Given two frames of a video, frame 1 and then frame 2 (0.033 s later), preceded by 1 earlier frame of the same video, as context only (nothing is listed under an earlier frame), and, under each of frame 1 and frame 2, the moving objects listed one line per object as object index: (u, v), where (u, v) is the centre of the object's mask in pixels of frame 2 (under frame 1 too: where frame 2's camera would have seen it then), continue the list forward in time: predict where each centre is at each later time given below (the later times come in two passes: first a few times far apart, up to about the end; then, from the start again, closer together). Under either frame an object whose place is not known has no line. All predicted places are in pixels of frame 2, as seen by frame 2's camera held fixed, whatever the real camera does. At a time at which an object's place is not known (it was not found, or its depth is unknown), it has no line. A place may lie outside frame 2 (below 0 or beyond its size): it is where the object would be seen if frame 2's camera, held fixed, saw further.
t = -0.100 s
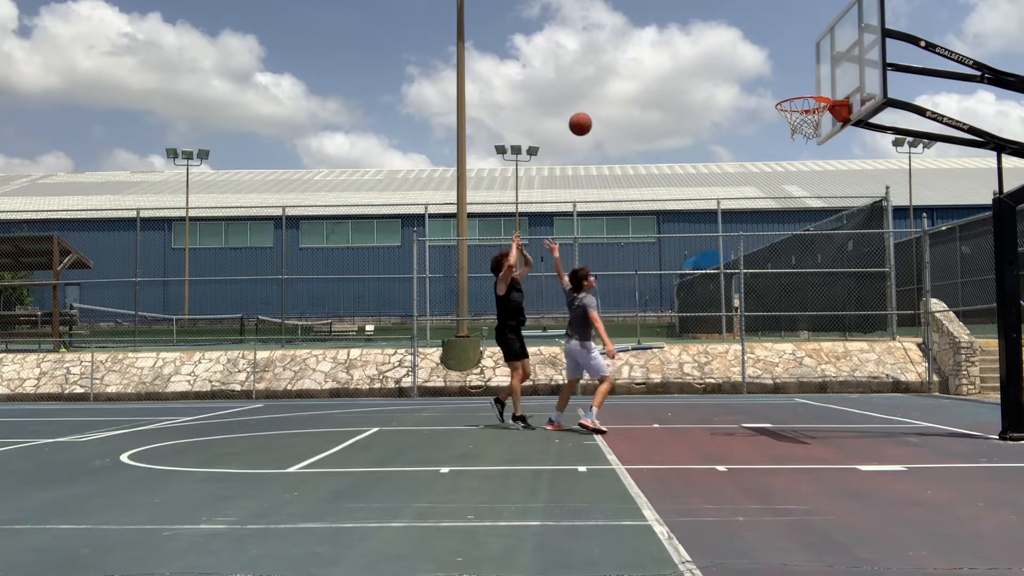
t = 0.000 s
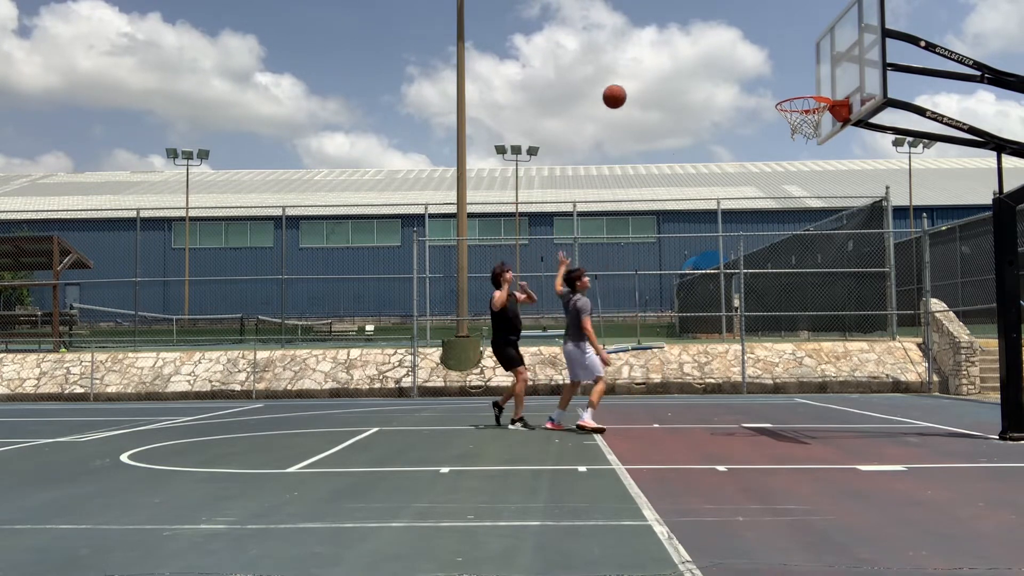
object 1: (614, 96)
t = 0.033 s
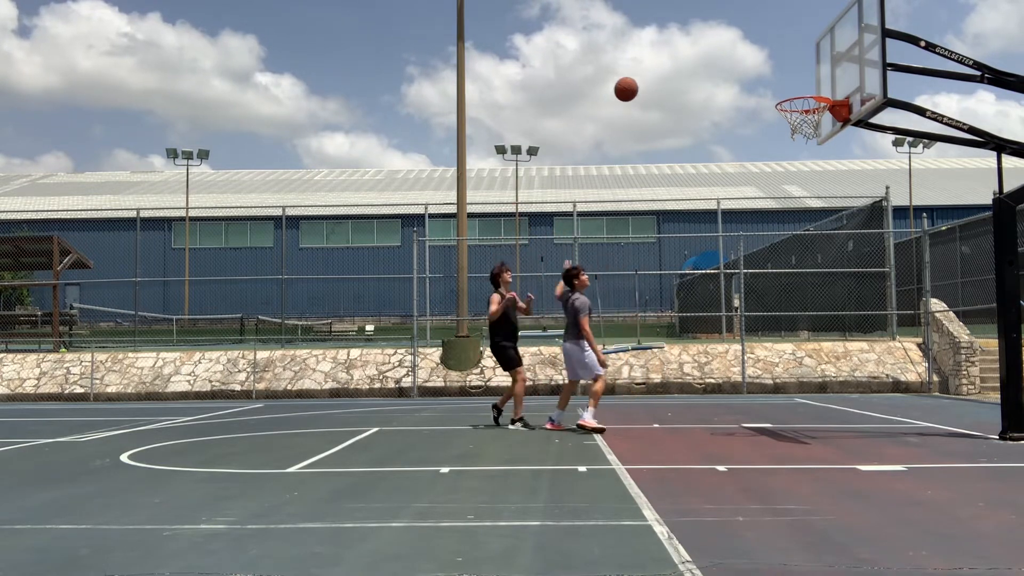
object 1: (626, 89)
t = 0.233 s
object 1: (699, 67)
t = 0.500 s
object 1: (805, 100)
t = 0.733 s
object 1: (794, 119)
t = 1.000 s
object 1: (798, 115)
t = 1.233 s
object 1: (803, 127)
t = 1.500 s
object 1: (800, 161)
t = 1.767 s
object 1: (797, 265)
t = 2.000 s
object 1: (798, 419)
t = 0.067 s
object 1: (638, 83)
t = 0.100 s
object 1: (650, 77)
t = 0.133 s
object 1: (662, 73)
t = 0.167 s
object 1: (674, 70)
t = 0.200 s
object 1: (687, 68)
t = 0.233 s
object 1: (699, 67)
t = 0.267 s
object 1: (712, 67)
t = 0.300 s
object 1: (725, 68)
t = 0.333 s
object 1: (738, 71)
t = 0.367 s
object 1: (752, 74)
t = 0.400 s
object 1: (765, 79)
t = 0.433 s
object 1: (779, 85)
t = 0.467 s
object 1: (793, 92)
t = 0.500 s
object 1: (805, 100)
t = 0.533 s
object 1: (812, 108)
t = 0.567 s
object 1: (818, 111)
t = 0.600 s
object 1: (816, 116)
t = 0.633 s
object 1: (808, 126)
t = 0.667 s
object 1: (804, 128)
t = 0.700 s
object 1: (797, 125)
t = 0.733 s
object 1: (794, 119)
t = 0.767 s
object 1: (792, 118)
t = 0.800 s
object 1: (788, 114)
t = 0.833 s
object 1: (791, 116)
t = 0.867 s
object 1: (791, 114)
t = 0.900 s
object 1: (793, 114)
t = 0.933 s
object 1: (795, 114)
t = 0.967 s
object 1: (797, 114)
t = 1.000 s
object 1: (798, 115)
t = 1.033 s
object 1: (800, 114)
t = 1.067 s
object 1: (803, 116)
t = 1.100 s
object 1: (804, 118)
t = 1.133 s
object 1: (805, 120)
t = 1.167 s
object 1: (805, 122)
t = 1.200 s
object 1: (803, 128)
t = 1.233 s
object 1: (803, 127)
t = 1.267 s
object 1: (804, 130)
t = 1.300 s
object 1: (802, 132)
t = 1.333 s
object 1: (803, 133)
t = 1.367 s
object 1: (801, 138)
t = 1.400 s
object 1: (801, 141)
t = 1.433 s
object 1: (800, 147)
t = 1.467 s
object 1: (800, 153)
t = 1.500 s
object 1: (800, 161)
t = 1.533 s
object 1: (799, 170)
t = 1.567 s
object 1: (799, 180)
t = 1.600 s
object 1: (799, 192)
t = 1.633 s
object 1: (798, 204)
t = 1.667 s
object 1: (798, 218)
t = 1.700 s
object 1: (797, 232)
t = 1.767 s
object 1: (797, 265)
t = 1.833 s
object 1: (797, 303)
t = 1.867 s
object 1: (797, 324)
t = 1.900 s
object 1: (797, 346)
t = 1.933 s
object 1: (797, 369)
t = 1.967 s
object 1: (798, 394)
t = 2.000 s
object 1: (798, 419)
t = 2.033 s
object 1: (798, 420)
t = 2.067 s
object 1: (796, 397)
